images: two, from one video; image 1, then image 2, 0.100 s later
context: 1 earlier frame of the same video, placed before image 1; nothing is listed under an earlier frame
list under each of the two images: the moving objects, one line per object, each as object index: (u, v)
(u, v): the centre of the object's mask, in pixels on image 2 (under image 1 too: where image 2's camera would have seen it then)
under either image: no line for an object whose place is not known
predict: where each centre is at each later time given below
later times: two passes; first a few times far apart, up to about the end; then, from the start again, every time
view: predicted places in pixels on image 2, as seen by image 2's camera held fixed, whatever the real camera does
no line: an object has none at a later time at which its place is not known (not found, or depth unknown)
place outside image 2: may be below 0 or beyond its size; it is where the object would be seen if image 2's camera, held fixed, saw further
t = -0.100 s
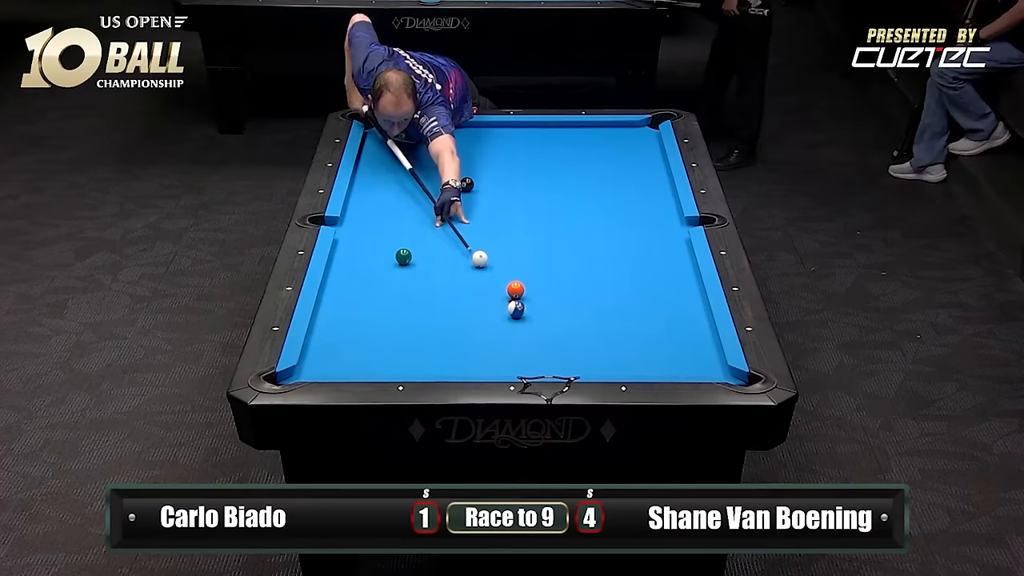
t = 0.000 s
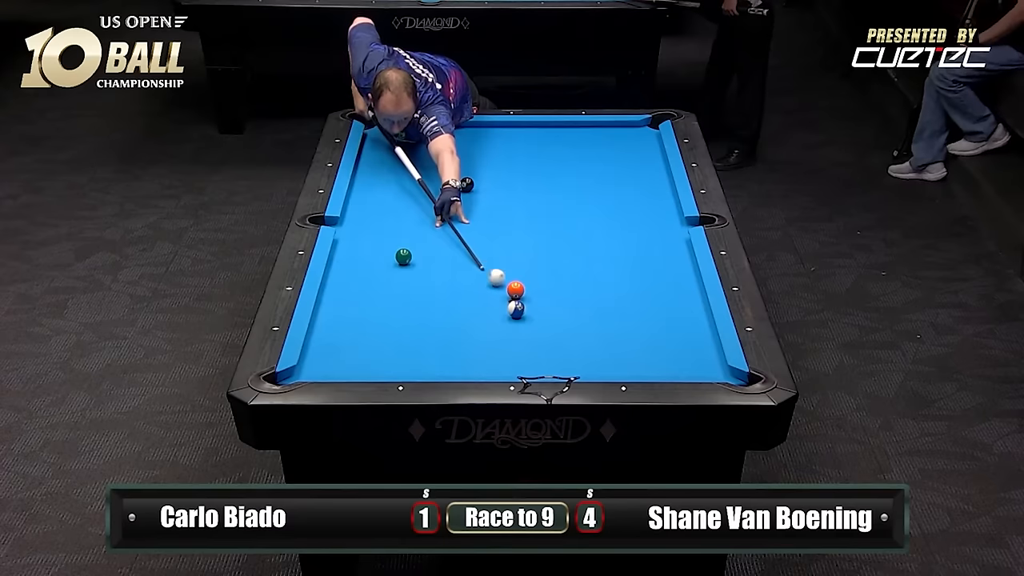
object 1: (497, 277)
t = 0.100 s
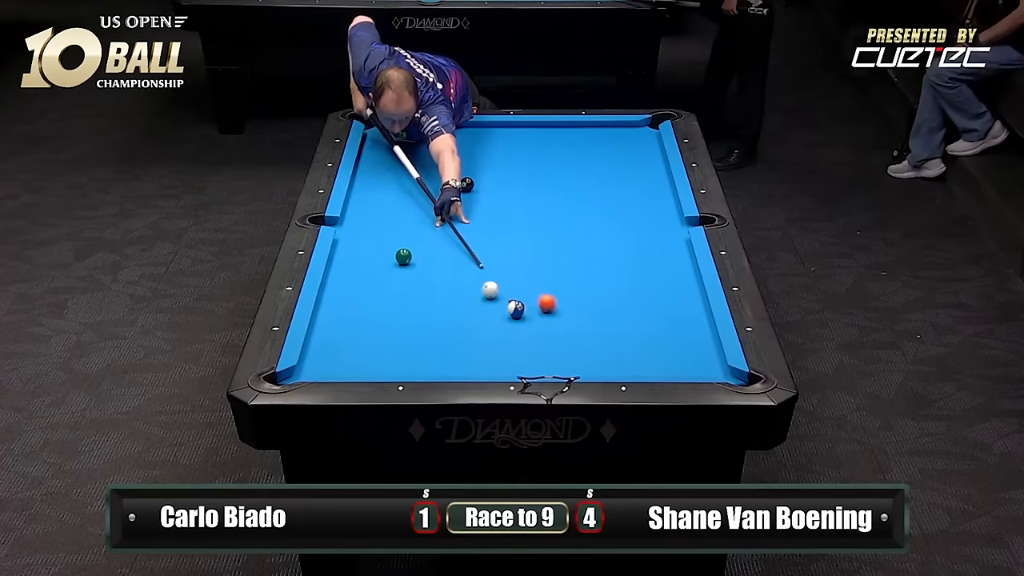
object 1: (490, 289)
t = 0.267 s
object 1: (460, 296)
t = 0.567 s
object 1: (409, 301)
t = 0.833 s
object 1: (369, 304)
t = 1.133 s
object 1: (323, 309)
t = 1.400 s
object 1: (342, 307)
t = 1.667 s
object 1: (358, 306)
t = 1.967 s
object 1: (376, 304)
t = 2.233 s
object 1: (390, 303)
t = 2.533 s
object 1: (403, 301)
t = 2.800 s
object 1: (413, 300)
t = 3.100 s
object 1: (423, 299)
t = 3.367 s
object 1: (430, 298)
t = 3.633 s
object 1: (435, 298)
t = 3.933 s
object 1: (438, 297)
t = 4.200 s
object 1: (440, 297)
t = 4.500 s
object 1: (440, 297)
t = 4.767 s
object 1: (440, 297)
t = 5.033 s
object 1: (440, 297)
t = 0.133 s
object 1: (484, 291)
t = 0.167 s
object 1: (475, 294)
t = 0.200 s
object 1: (469, 295)
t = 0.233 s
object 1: (466, 296)
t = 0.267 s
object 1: (460, 296)
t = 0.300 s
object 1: (455, 297)
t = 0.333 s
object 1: (449, 298)
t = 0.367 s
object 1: (444, 298)
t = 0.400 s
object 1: (438, 299)
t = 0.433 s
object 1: (433, 299)
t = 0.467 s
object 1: (428, 300)
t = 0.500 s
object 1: (422, 300)
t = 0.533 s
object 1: (417, 300)
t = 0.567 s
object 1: (409, 301)
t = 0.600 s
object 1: (403, 302)
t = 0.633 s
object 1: (401, 302)
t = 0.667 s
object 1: (395, 302)
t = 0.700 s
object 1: (390, 303)
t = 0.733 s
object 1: (385, 303)
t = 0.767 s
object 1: (380, 304)
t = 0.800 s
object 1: (374, 304)
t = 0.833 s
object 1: (369, 304)
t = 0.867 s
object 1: (364, 305)
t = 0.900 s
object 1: (359, 306)
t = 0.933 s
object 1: (354, 306)
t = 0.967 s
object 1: (346, 307)
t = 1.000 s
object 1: (341, 307)
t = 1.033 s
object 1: (339, 307)
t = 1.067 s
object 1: (334, 308)
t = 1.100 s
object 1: (328, 308)
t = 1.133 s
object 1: (323, 309)
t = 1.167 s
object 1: (323, 309)
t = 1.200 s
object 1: (326, 309)
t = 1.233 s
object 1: (329, 308)
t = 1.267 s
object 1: (331, 308)
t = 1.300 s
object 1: (334, 308)
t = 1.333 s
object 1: (336, 308)
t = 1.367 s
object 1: (340, 308)
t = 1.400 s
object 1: (342, 307)
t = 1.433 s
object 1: (343, 307)
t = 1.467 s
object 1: (345, 307)
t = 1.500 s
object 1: (347, 307)
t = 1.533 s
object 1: (350, 307)
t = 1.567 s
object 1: (352, 306)
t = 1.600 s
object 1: (354, 306)
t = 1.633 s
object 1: (356, 306)
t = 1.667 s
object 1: (358, 306)
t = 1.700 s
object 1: (360, 306)
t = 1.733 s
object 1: (362, 306)
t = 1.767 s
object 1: (365, 305)
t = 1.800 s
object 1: (367, 305)
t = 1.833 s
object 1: (368, 305)
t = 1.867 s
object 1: (370, 305)
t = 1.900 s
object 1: (372, 305)
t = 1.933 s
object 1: (374, 304)
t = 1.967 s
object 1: (376, 304)
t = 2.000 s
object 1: (377, 304)
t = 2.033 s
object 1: (379, 304)
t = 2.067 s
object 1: (381, 303)
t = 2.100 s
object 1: (383, 303)
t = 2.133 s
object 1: (385, 303)
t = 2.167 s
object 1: (387, 303)
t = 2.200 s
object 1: (389, 303)
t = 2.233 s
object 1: (390, 303)
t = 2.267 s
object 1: (391, 302)
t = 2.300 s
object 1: (393, 302)
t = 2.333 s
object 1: (394, 302)
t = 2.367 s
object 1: (396, 302)
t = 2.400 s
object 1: (397, 302)
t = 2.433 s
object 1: (399, 302)
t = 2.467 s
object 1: (400, 302)
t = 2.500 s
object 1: (402, 302)
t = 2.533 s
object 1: (403, 301)
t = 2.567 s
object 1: (405, 301)
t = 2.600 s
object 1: (407, 301)
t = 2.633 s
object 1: (407, 301)
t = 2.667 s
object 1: (409, 301)
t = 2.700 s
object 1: (410, 300)
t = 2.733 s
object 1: (411, 300)
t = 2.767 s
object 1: (412, 300)
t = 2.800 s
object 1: (413, 300)
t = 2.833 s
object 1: (415, 300)
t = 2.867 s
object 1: (416, 300)
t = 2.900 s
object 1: (417, 300)
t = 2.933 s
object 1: (418, 299)
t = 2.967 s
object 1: (420, 299)
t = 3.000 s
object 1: (421, 299)
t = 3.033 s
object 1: (421, 299)
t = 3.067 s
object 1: (422, 299)
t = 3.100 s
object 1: (423, 299)
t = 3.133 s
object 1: (424, 299)
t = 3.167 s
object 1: (425, 299)
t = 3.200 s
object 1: (426, 299)
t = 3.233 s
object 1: (426, 299)
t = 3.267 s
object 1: (427, 299)
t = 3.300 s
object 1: (428, 299)
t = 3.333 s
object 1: (429, 299)
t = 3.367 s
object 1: (430, 298)
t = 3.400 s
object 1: (430, 298)
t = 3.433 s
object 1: (431, 298)
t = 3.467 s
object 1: (431, 298)
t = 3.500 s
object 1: (432, 298)
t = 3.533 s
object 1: (433, 298)
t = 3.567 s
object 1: (433, 298)
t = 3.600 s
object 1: (434, 298)
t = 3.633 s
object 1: (435, 298)
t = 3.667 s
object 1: (435, 298)
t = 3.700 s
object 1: (436, 298)
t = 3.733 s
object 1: (436, 298)
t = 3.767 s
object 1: (437, 297)
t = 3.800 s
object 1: (437, 297)
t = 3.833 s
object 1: (437, 297)
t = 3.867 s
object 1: (438, 297)
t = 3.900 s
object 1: (438, 297)
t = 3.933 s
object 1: (438, 297)
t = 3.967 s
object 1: (439, 297)
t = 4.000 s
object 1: (439, 297)
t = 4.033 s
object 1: (439, 297)
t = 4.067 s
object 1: (439, 297)
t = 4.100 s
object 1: (440, 297)
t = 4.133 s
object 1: (440, 297)
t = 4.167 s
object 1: (440, 297)
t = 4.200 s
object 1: (440, 297)
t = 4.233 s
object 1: (440, 297)
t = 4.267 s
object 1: (440, 297)
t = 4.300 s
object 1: (440, 297)
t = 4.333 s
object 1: (440, 297)
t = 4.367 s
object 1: (440, 297)
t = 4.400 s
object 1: (440, 297)
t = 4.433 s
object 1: (440, 297)
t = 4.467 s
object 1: (440, 297)
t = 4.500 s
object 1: (440, 297)
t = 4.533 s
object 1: (440, 297)
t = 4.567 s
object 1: (440, 297)
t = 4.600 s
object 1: (440, 297)
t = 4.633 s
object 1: (440, 297)
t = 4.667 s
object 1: (440, 297)
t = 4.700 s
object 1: (440, 297)
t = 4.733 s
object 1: (440, 297)
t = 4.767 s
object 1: (440, 297)
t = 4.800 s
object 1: (441, 297)
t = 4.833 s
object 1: (440, 297)
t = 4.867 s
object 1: (440, 297)
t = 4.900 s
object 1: (440, 297)
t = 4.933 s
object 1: (440, 297)
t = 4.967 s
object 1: (440, 297)
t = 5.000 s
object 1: (440, 297)
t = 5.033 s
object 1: (440, 297)
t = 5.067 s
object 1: (440, 297)
